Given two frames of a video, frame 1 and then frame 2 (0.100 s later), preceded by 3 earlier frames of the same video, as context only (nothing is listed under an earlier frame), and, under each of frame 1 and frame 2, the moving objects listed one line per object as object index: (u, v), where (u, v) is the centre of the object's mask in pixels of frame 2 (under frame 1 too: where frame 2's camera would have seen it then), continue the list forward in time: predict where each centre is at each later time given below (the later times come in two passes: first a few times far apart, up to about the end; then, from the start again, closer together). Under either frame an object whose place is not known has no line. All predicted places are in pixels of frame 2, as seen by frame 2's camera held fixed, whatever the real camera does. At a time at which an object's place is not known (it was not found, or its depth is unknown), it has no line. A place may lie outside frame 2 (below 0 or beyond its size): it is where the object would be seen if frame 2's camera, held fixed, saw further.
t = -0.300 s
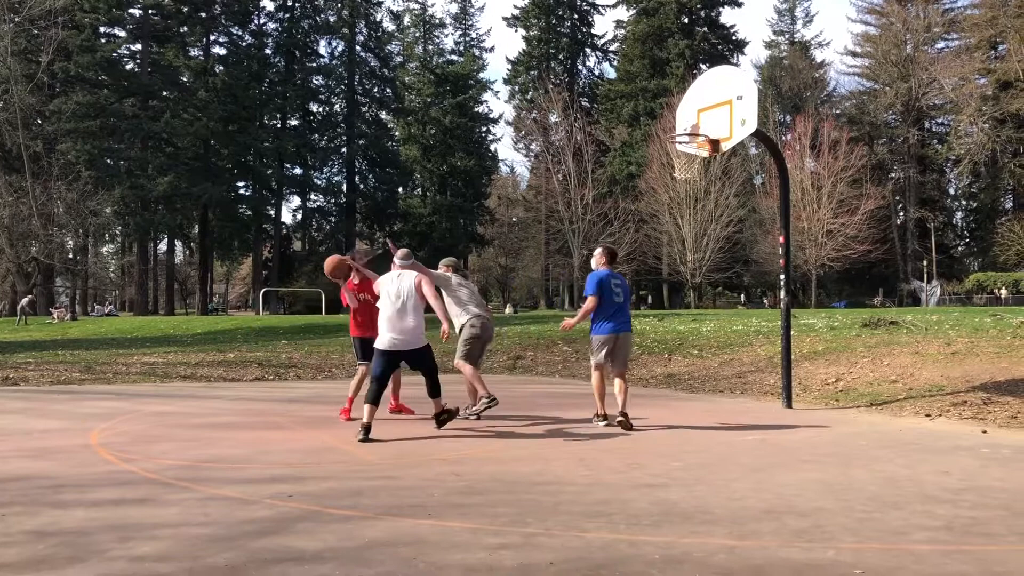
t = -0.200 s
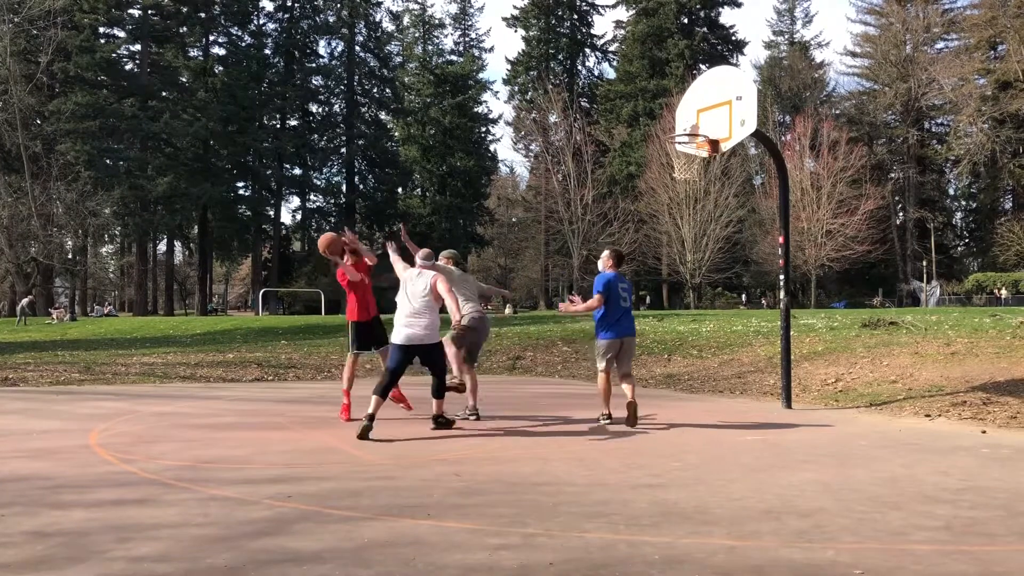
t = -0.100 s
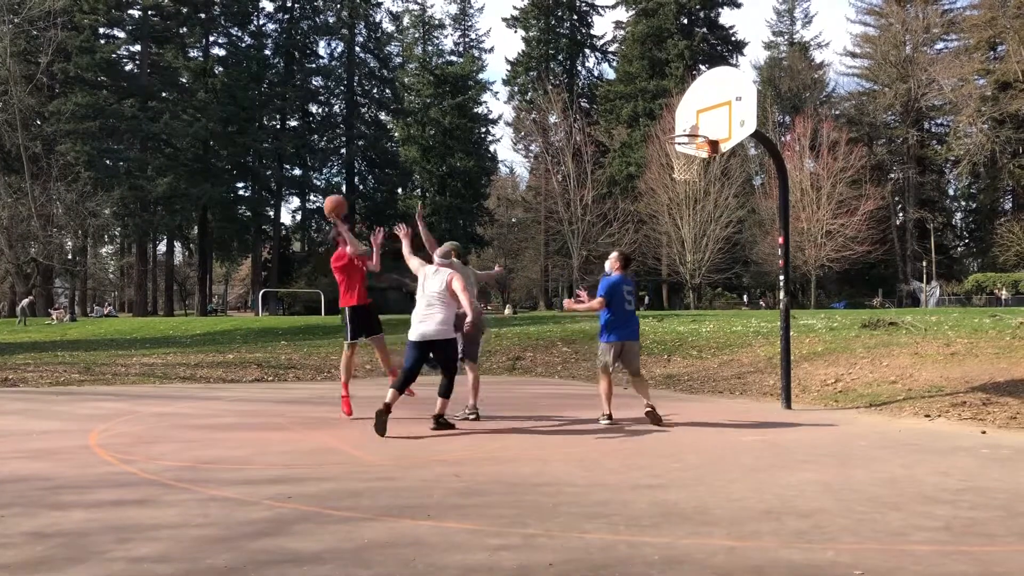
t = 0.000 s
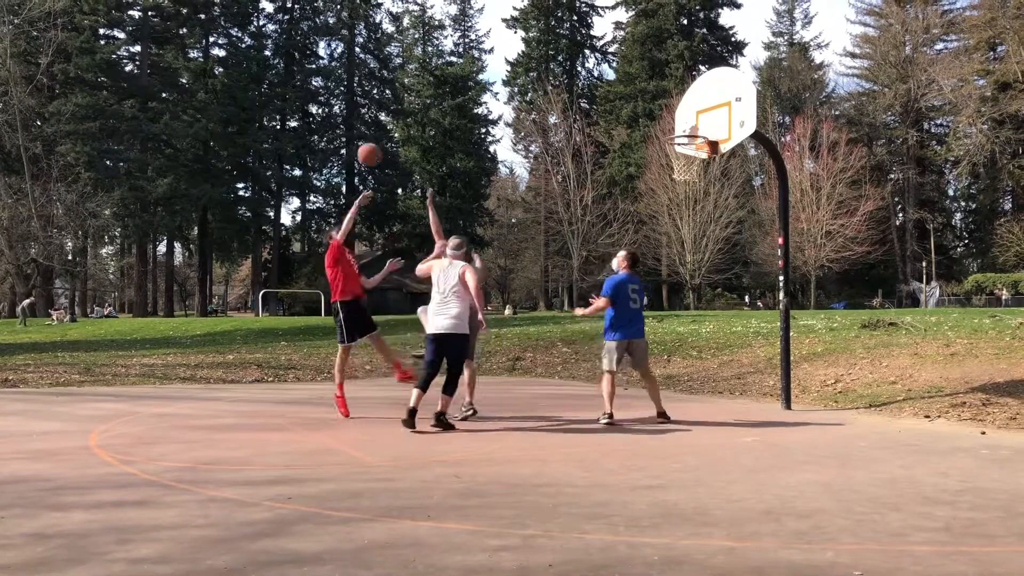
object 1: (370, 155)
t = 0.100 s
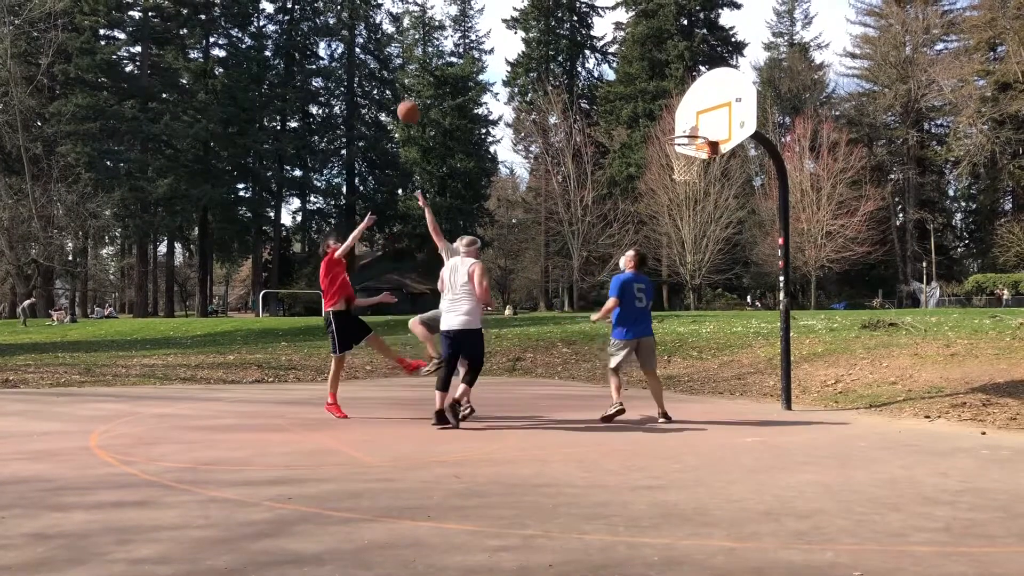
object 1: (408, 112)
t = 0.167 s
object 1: (434, 89)
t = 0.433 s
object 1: (533, 39)
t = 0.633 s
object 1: (602, 45)
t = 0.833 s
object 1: (670, 84)
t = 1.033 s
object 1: (686, 141)
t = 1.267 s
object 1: (670, 158)
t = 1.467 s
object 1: (682, 171)
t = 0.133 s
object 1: (422, 100)
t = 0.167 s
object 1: (434, 89)
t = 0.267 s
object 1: (471, 61)
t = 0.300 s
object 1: (485, 56)
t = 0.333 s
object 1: (497, 50)
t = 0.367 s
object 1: (509, 45)
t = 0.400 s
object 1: (521, 42)
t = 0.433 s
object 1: (533, 39)
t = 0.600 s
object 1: (592, 41)
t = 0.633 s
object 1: (602, 45)
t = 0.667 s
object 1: (614, 49)
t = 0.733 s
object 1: (636, 60)
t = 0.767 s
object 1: (648, 66)
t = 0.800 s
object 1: (660, 75)
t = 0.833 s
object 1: (670, 84)
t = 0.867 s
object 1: (681, 94)
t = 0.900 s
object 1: (692, 105)
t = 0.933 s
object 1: (704, 117)
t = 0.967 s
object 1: (704, 126)
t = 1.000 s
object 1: (697, 130)
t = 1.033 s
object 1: (686, 141)
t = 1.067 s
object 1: (679, 150)
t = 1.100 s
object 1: (675, 151)
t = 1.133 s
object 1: (672, 152)
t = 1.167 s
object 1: (671, 151)
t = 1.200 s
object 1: (670, 155)
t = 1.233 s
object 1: (669, 154)
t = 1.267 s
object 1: (670, 158)
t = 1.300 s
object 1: (671, 159)
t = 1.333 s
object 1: (672, 161)
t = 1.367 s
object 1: (674, 163)
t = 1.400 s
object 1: (678, 166)
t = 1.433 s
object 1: (679, 168)
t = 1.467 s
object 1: (682, 171)
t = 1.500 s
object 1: (684, 172)
